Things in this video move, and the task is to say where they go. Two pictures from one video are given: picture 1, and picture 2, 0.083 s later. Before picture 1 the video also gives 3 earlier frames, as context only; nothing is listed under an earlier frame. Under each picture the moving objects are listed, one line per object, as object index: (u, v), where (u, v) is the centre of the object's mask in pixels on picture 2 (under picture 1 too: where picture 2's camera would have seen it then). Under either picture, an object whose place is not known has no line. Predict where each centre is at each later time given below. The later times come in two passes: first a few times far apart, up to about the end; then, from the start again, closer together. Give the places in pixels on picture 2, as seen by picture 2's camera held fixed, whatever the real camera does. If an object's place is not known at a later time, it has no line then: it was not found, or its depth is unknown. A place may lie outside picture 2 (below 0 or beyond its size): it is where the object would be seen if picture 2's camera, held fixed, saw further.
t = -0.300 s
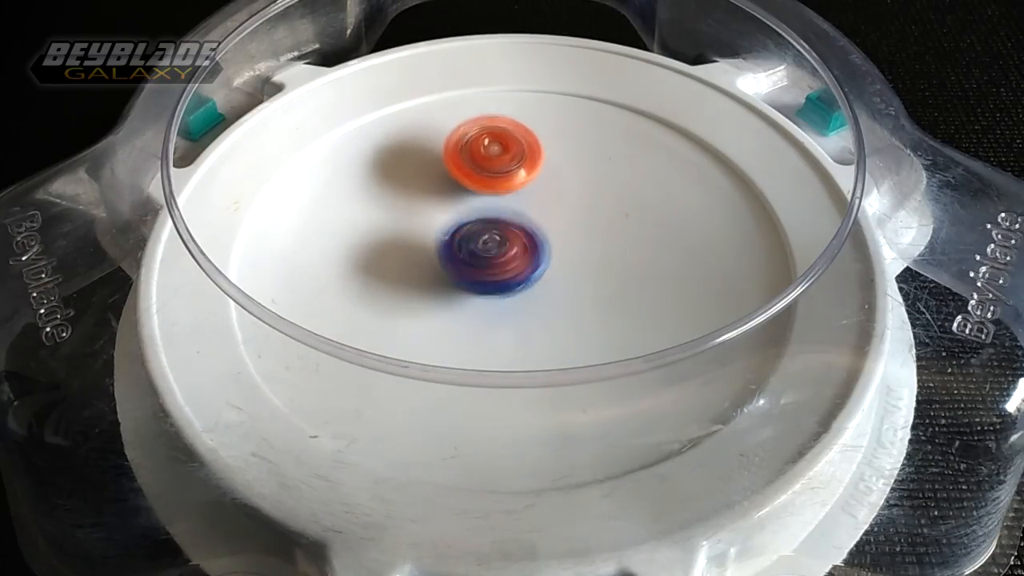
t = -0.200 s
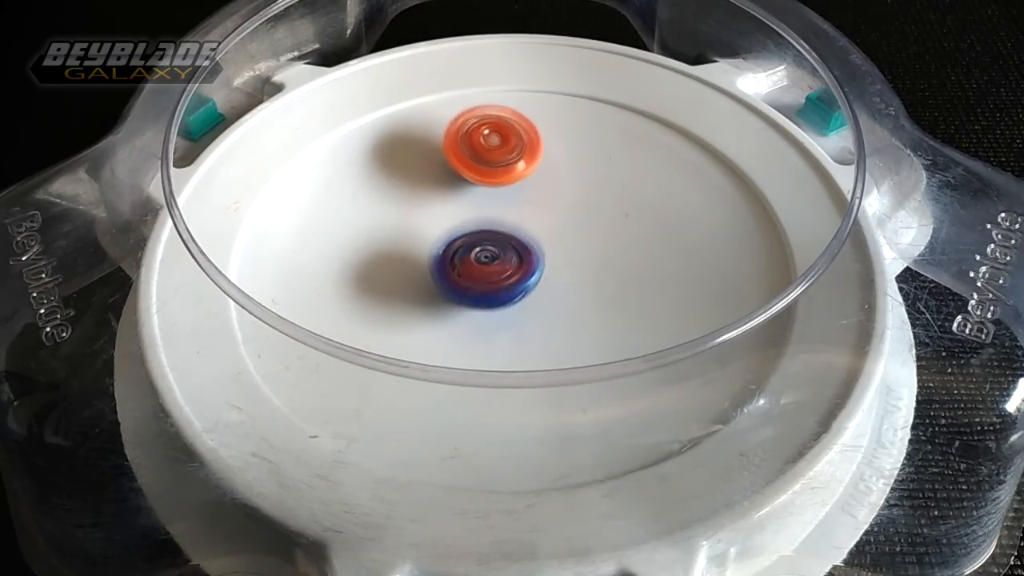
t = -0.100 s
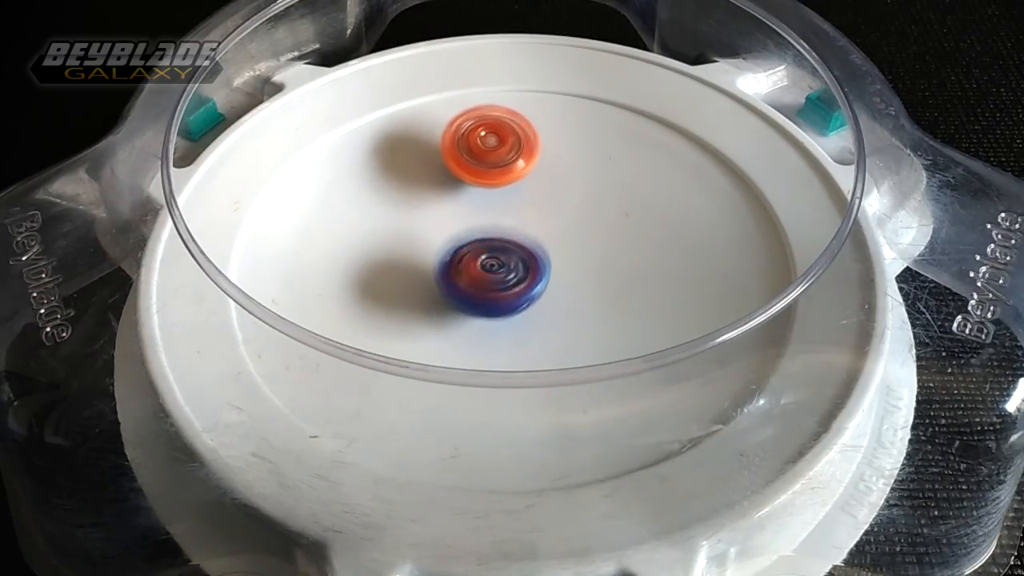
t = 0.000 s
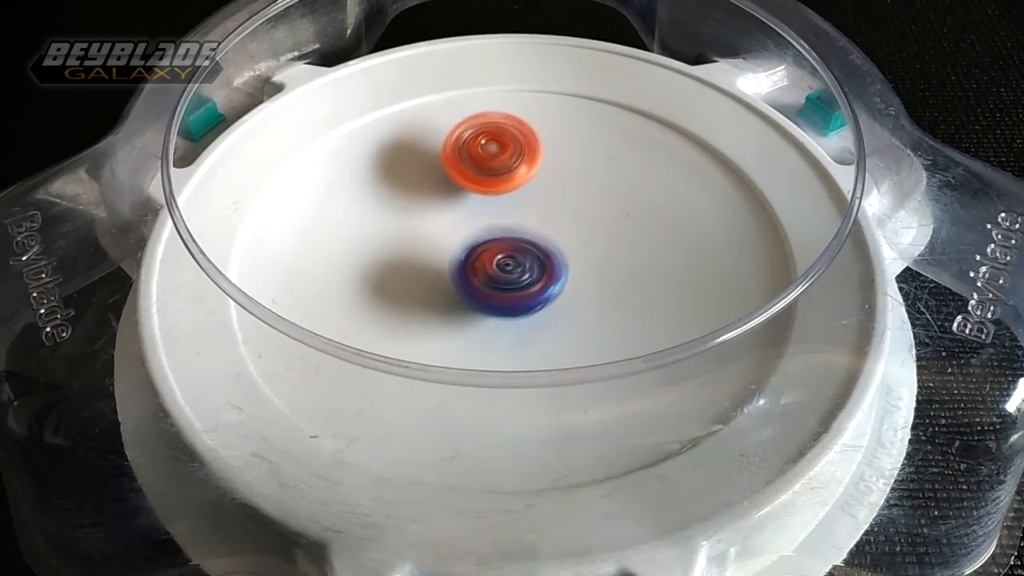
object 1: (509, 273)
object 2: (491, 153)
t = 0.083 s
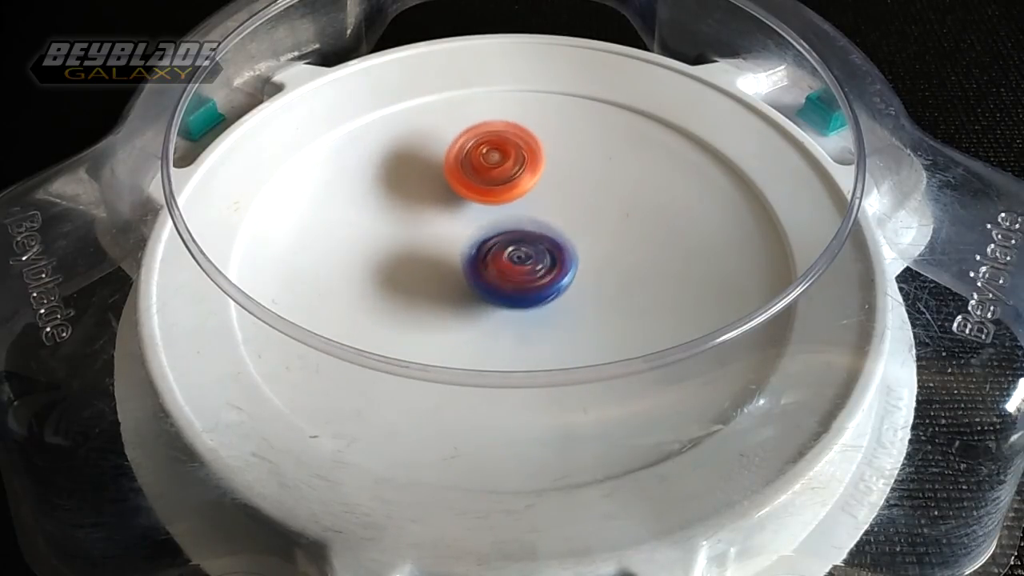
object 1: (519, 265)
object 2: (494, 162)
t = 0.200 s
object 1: (521, 267)
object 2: (500, 159)
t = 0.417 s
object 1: (508, 327)
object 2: (514, 132)
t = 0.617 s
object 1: (475, 334)
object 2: (509, 158)
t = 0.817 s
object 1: (460, 306)
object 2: (498, 190)
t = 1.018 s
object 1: (453, 295)
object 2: (513, 200)
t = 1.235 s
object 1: (461, 293)
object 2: (506, 207)
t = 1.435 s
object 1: (454, 302)
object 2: (495, 211)
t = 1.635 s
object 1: (443, 318)
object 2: (502, 195)
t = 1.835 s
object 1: (452, 299)
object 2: (504, 201)
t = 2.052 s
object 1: (489, 296)
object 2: (505, 212)
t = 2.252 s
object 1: (499, 332)
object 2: (512, 224)
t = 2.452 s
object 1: (485, 333)
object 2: (507, 236)
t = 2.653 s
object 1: (487, 318)
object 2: (533, 216)
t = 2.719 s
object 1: (488, 313)
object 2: (534, 212)
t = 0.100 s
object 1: (522, 263)
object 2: (495, 165)
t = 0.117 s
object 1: (523, 263)
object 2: (495, 166)
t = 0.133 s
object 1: (524, 257)
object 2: (495, 169)
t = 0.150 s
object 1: (525, 255)
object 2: (496, 171)
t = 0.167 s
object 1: (525, 253)
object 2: (496, 173)
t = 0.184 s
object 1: (524, 257)
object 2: (498, 171)
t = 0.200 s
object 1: (521, 267)
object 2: (500, 159)
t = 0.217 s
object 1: (520, 279)
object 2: (503, 150)
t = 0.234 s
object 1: (520, 288)
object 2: (506, 141)
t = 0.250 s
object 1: (519, 295)
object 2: (510, 134)
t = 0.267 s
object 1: (518, 300)
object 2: (513, 130)
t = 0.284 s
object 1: (516, 304)
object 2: (515, 127)
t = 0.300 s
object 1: (516, 307)
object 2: (518, 126)
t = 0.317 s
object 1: (516, 311)
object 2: (518, 126)
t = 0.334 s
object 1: (516, 313)
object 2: (518, 127)
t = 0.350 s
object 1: (516, 317)
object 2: (518, 127)
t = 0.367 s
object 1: (513, 321)
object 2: (516, 128)
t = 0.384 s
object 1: (512, 323)
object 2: (516, 129)
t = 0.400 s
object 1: (511, 325)
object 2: (515, 130)
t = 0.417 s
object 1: (508, 327)
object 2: (514, 132)
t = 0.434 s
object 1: (506, 329)
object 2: (514, 133)
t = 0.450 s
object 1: (504, 331)
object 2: (513, 135)
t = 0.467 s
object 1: (501, 332)
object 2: (513, 137)
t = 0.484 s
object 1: (499, 333)
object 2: (513, 139)
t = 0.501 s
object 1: (497, 334)
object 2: (512, 141)
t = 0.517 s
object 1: (494, 334)
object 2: (512, 143)
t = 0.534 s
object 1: (489, 335)
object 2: (511, 145)
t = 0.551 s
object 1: (486, 336)
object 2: (510, 148)
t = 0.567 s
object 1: (483, 335)
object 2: (510, 150)
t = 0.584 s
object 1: (480, 335)
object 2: (510, 153)
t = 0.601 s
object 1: (476, 335)
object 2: (509, 156)
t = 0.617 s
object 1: (475, 334)
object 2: (509, 158)
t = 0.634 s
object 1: (472, 333)
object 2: (507, 161)
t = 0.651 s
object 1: (468, 332)
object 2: (507, 163)
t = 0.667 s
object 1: (466, 331)
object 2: (506, 165)
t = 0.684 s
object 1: (465, 332)
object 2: (505, 168)
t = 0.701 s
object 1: (463, 330)
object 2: (505, 170)
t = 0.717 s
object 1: (461, 325)
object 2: (504, 173)
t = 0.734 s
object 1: (461, 322)
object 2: (503, 176)
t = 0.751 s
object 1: (460, 322)
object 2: (503, 178)
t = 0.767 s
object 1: (459, 317)
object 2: (501, 181)
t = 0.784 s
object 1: (458, 313)
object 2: (501, 184)
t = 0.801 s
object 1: (459, 310)
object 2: (499, 187)
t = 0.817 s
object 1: (460, 306)
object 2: (498, 190)
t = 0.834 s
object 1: (459, 303)
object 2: (497, 194)
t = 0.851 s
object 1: (461, 300)
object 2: (495, 197)
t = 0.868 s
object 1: (462, 299)
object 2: (494, 200)
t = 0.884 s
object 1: (463, 293)
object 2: (493, 204)
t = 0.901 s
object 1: (464, 290)
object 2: (490, 208)
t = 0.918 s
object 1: (465, 288)
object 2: (489, 211)
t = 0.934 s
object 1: (460, 290)
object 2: (492, 209)
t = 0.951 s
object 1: (457, 291)
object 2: (497, 205)
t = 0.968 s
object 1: (454, 294)
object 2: (503, 202)
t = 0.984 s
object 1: (452, 295)
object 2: (507, 201)
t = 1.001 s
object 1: (452, 296)
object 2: (511, 200)
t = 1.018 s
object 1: (453, 295)
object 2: (513, 200)
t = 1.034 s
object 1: (453, 294)
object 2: (515, 200)
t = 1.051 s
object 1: (454, 295)
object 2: (515, 202)
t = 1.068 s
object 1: (455, 294)
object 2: (513, 203)
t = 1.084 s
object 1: (455, 293)
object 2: (512, 205)
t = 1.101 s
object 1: (458, 291)
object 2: (510, 206)
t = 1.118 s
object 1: (460, 289)
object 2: (508, 207)
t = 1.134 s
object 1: (460, 289)
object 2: (507, 208)
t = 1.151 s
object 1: (463, 287)
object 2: (505, 209)
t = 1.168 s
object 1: (461, 287)
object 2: (505, 209)
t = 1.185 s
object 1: (458, 290)
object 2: (506, 207)
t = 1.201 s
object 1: (460, 290)
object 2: (507, 206)
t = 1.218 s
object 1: (460, 291)
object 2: (507, 206)
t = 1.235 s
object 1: (461, 293)
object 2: (506, 207)
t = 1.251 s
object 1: (463, 292)
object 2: (505, 208)
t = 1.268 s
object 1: (462, 294)
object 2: (503, 208)
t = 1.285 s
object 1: (460, 295)
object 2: (502, 209)
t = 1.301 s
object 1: (460, 295)
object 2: (500, 210)
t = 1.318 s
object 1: (457, 297)
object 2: (499, 211)
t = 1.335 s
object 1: (457, 297)
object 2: (498, 212)
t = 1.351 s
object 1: (458, 297)
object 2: (496, 213)
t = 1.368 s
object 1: (457, 298)
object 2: (495, 214)
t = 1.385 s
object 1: (459, 298)
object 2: (494, 215)
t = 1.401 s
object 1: (459, 296)
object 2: (493, 215)
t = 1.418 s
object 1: (459, 298)
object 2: (492, 215)
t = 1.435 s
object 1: (454, 302)
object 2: (495, 211)
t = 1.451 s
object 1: (451, 309)
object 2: (498, 206)
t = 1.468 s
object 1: (449, 312)
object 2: (502, 203)
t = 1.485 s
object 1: (446, 315)
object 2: (504, 200)
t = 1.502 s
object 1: (446, 316)
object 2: (505, 200)
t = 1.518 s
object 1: (446, 317)
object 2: (506, 199)
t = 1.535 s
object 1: (446, 318)
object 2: (505, 198)
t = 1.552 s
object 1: (449, 318)
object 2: (504, 198)
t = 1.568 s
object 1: (448, 318)
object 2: (503, 197)
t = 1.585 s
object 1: (448, 319)
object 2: (503, 197)
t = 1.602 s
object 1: (447, 319)
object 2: (503, 196)
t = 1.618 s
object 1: (445, 318)
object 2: (503, 196)
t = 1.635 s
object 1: (443, 318)
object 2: (502, 195)
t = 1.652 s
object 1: (439, 317)
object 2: (502, 195)
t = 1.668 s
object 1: (440, 316)
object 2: (502, 195)
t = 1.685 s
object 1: (439, 314)
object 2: (502, 195)
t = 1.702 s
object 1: (439, 313)
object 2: (502, 195)
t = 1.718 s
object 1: (440, 311)
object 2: (502, 196)
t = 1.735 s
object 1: (439, 310)
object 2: (503, 196)
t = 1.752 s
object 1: (441, 307)
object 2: (503, 197)
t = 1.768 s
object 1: (442, 304)
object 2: (503, 198)
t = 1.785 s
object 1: (445, 304)
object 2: (503, 198)
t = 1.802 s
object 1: (447, 300)
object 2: (503, 199)
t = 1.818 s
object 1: (449, 301)
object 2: (504, 200)
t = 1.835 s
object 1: (452, 299)
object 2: (504, 201)
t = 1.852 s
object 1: (454, 299)
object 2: (504, 202)
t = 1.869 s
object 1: (457, 298)
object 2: (503, 203)
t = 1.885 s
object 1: (459, 298)
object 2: (504, 204)
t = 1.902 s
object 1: (462, 298)
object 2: (503, 205)
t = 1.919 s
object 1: (464, 296)
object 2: (504, 207)
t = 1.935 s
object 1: (466, 297)
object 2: (504, 207)
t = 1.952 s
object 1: (469, 295)
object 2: (504, 209)
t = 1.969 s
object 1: (471, 296)
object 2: (504, 209)
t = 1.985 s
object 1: (475, 296)
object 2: (504, 210)
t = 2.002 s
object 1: (477, 296)
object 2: (504, 210)
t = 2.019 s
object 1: (481, 294)
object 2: (505, 212)
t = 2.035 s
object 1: (485, 295)
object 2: (504, 213)
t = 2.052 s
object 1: (489, 296)
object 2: (505, 212)
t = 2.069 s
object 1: (493, 296)
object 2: (504, 215)
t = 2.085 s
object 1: (495, 298)
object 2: (505, 214)
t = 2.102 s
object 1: (494, 302)
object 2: (504, 217)
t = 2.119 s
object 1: (496, 306)
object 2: (506, 217)
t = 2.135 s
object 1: (498, 308)
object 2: (508, 220)
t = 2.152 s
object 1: (499, 310)
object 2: (508, 221)
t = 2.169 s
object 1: (502, 310)
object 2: (509, 223)
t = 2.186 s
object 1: (502, 316)
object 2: (510, 223)
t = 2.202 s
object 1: (504, 319)
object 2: (510, 223)
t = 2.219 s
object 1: (502, 325)
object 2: (512, 222)
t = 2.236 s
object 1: (501, 329)
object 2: (511, 223)
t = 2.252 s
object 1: (499, 332)
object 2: (512, 224)
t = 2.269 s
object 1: (499, 334)
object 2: (511, 225)
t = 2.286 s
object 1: (496, 336)
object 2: (511, 226)
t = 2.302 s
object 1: (497, 336)
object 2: (510, 227)
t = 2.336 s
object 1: (494, 337)
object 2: (510, 228)
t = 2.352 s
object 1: (495, 337)
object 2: (510, 229)
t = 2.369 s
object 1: (491, 337)
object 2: (509, 231)
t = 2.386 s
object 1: (492, 336)
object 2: (509, 232)
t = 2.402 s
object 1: (488, 335)
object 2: (508, 233)
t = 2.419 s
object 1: (487, 335)
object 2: (508, 234)
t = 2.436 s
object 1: (486, 334)
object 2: (507, 235)
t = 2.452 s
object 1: (485, 333)
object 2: (507, 236)
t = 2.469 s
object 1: (484, 330)
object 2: (506, 237)
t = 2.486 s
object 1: (484, 329)
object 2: (506, 238)
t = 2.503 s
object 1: (484, 327)
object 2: (505, 239)
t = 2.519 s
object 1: (485, 324)
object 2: (505, 239)
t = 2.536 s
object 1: (484, 326)
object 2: (508, 237)
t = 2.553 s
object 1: (482, 326)
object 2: (512, 233)
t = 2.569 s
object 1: (481, 324)
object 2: (517, 227)
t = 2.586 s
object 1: (480, 321)
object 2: (523, 223)
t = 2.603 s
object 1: (480, 322)
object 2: (528, 220)
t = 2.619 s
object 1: (481, 320)
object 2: (531, 218)
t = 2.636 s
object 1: (484, 316)
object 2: (533, 217)
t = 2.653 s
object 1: (487, 318)
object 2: (533, 216)
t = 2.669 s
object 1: (489, 316)
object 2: (533, 215)
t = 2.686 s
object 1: (494, 315)
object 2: (533, 214)
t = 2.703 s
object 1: (486, 323)
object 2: (534, 213)
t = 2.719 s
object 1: (488, 313)
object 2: (534, 212)
